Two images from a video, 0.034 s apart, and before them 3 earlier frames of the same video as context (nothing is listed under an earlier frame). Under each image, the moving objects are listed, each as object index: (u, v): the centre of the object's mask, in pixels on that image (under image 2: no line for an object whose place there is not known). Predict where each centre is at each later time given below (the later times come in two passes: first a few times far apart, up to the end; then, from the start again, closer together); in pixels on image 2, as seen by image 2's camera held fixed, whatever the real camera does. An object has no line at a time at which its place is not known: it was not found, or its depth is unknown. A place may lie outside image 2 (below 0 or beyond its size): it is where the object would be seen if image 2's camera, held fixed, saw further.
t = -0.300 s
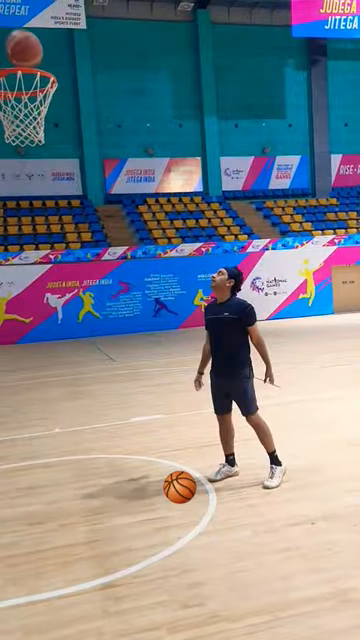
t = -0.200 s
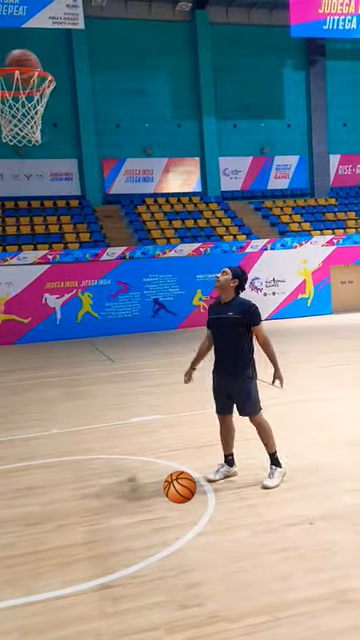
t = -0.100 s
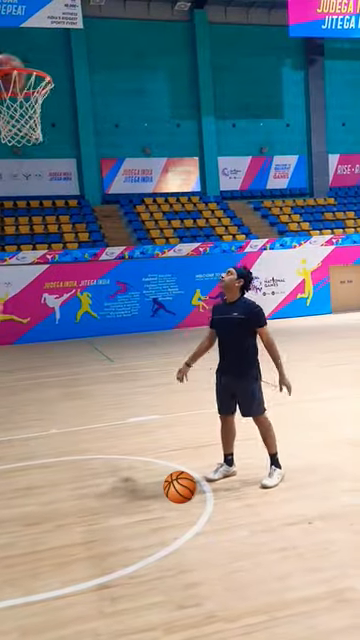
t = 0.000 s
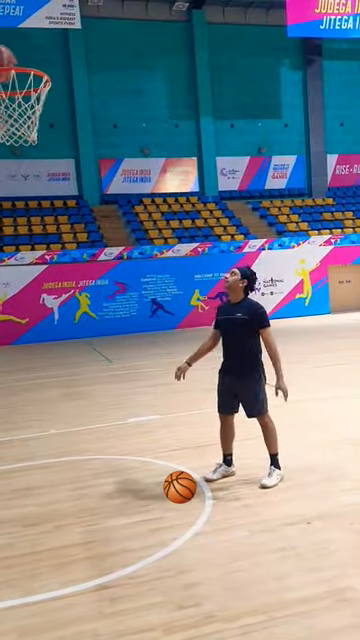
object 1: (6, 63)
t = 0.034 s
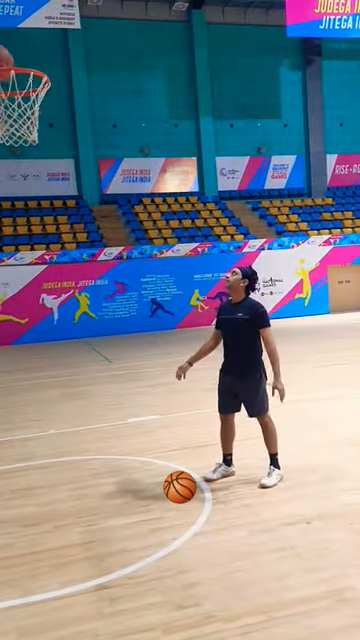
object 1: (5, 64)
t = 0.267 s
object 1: (21, 73)
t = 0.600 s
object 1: (38, 162)
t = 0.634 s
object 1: (36, 174)
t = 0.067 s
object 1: (5, 66)
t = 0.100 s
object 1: (4, 68)
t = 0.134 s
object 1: (6, 65)
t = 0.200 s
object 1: (7, 65)
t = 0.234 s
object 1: (14, 69)
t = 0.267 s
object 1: (21, 73)
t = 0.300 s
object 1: (31, 82)
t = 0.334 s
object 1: (36, 91)
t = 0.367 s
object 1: (40, 99)
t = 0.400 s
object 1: (47, 110)
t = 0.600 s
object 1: (38, 162)
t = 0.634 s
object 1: (36, 174)
